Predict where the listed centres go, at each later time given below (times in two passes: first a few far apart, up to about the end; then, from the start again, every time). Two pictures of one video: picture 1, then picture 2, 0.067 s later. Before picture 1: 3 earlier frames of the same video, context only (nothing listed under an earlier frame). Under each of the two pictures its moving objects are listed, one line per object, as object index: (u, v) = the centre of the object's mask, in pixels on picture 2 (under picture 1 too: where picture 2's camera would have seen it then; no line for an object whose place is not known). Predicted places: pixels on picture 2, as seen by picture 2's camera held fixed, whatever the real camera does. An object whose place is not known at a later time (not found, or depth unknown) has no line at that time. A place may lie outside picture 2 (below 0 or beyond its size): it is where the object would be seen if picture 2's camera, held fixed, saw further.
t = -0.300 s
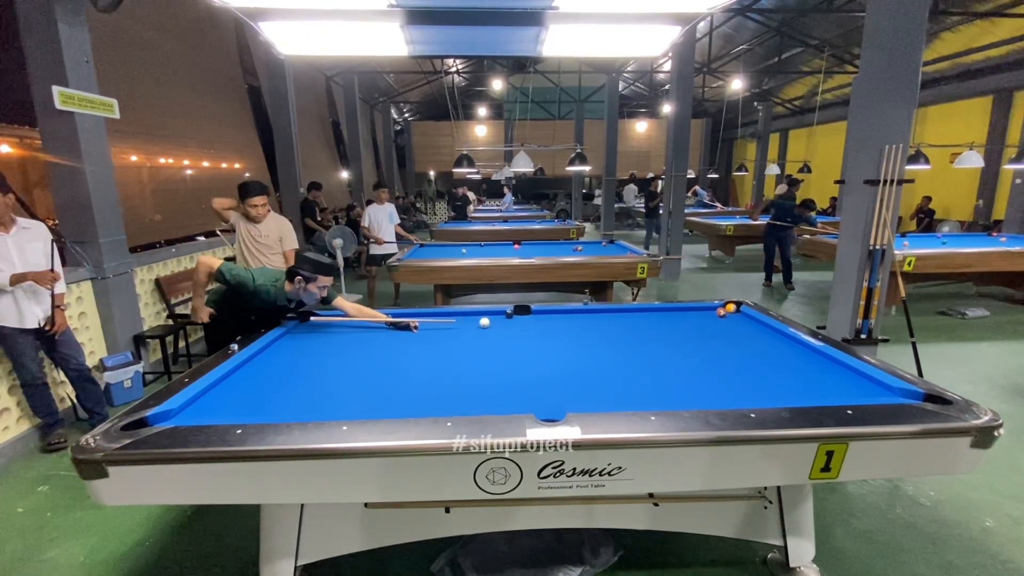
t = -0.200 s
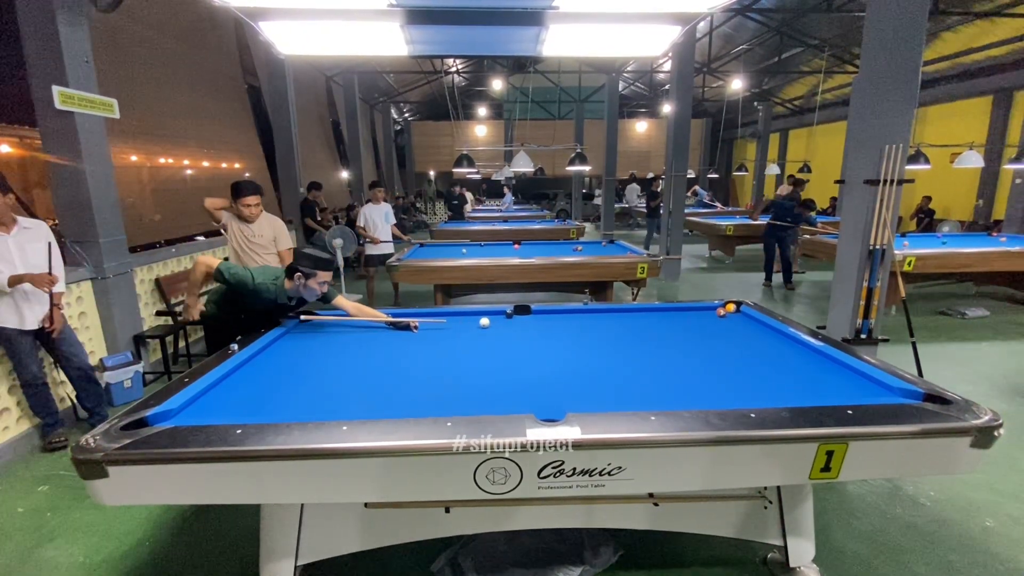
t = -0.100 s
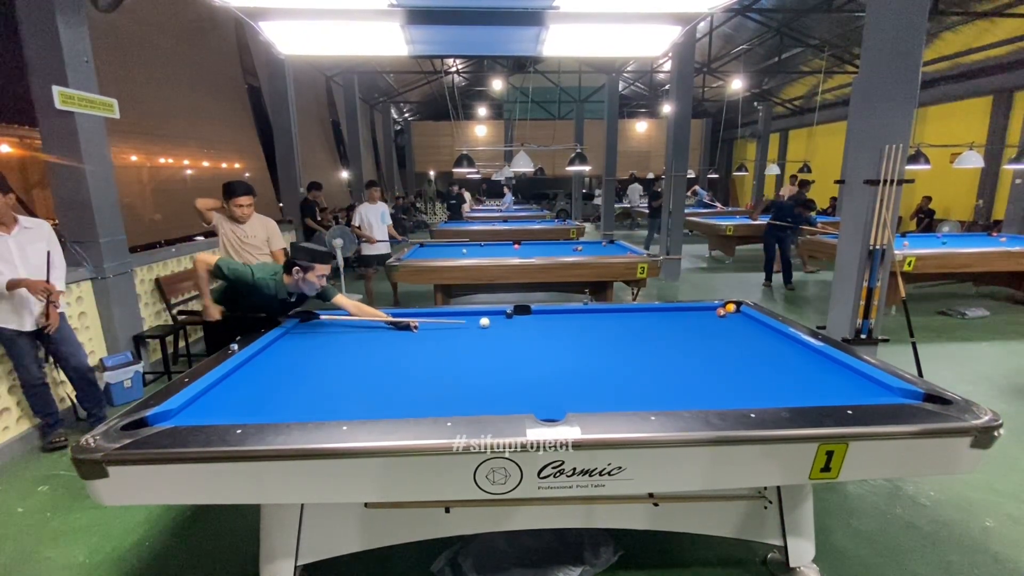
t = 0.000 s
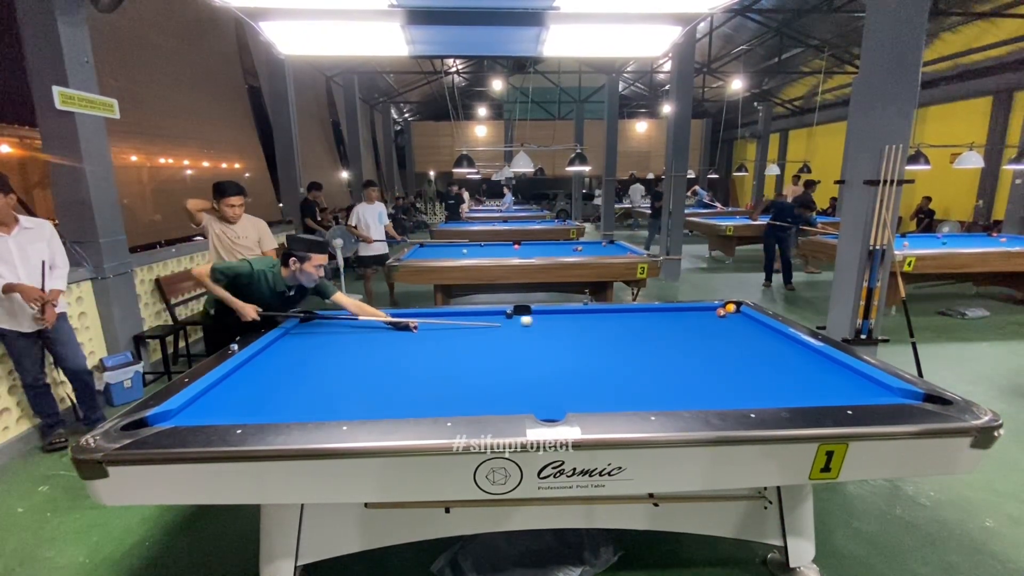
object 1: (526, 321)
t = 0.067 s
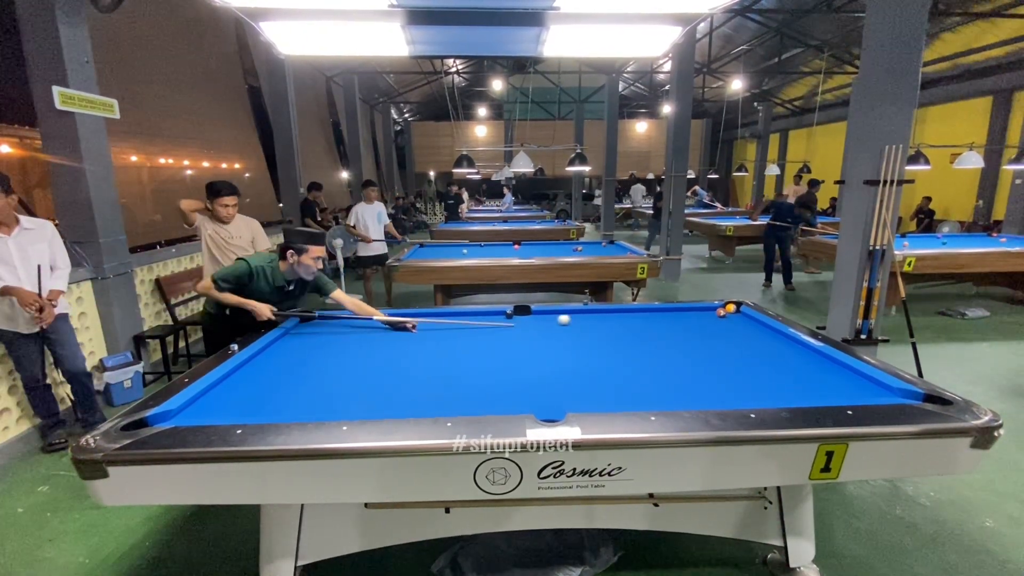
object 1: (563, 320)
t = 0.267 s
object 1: (663, 316)
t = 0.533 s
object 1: (748, 320)
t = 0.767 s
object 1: (735, 325)
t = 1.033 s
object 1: (711, 330)
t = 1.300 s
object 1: (686, 336)
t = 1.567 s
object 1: (660, 341)
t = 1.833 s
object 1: (634, 348)
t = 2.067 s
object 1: (610, 353)
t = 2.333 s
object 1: (582, 359)
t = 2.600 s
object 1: (554, 366)
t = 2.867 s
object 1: (525, 372)
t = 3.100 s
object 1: (499, 378)
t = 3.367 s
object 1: (469, 385)
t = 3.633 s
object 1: (439, 392)
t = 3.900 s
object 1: (408, 400)
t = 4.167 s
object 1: (377, 405)
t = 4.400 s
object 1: (350, 409)
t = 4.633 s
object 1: (334, 409)
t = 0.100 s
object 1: (581, 320)
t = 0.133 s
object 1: (599, 319)
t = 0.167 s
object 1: (615, 318)
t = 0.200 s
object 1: (632, 317)
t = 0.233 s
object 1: (648, 317)
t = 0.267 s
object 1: (663, 316)
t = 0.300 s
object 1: (677, 316)
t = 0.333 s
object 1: (691, 315)
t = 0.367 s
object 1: (704, 315)
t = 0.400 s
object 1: (717, 314)
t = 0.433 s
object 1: (724, 316)
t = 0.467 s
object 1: (731, 317)
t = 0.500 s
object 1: (740, 319)
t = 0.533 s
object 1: (748, 320)
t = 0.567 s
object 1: (754, 321)
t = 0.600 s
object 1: (750, 322)
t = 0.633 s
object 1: (746, 323)
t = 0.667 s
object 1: (743, 323)
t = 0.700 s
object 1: (740, 324)
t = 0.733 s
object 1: (737, 324)
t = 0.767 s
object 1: (735, 325)
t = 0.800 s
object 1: (732, 326)
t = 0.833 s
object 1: (728, 326)
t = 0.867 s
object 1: (726, 327)
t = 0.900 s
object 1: (723, 328)
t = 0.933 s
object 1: (720, 328)
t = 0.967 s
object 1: (717, 329)
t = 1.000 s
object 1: (714, 330)
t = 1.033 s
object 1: (711, 330)
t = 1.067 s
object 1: (708, 331)
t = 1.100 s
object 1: (704, 332)
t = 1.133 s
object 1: (702, 332)
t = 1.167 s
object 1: (698, 333)
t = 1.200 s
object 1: (695, 334)
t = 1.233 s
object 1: (692, 334)
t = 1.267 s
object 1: (689, 335)
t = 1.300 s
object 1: (686, 336)
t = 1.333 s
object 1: (682, 337)
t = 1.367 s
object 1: (680, 337)
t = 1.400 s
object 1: (676, 338)
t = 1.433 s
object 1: (673, 339)
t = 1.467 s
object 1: (670, 339)
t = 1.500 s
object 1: (666, 340)
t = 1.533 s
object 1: (663, 341)
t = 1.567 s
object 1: (660, 341)
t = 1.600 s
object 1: (657, 342)
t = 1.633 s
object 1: (653, 343)
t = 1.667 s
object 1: (650, 344)
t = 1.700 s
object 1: (647, 345)
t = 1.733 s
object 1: (644, 346)
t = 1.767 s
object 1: (640, 346)
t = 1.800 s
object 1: (637, 347)
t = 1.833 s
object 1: (634, 348)
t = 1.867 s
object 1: (630, 348)
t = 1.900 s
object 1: (627, 349)
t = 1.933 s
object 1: (624, 350)
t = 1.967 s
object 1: (620, 351)
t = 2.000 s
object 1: (617, 351)
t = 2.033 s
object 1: (613, 352)
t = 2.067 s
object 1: (610, 353)
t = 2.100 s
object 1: (606, 354)
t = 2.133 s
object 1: (603, 354)
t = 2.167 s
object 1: (599, 355)
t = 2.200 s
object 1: (596, 356)
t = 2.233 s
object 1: (592, 357)
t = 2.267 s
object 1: (589, 358)
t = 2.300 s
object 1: (585, 358)
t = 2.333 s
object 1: (582, 359)
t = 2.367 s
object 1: (578, 360)
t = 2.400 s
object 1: (575, 361)
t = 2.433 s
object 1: (572, 361)
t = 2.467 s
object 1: (568, 362)
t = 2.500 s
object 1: (565, 363)
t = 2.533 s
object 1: (561, 364)
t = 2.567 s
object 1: (557, 365)
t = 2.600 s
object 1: (554, 366)
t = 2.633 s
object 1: (550, 366)
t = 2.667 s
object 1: (546, 367)
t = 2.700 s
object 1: (543, 368)
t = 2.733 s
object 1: (539, 369)
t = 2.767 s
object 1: (536, 370)
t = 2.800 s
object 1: (532, 371)
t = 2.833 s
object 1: (528, 372)
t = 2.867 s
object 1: (525, 372)
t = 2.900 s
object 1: (521, 373)
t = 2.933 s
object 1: (518, 374)
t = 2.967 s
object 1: (514, 375)
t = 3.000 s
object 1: (510, 376)
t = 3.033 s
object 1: (506, 377)
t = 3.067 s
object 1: (503, 378)
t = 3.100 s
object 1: (499, 378)
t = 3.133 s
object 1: (495, 379)
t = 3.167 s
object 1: (491, 380)
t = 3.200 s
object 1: (488, 381)
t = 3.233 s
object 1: (484, 382)
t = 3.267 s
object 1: (480, 382)
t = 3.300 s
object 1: (477, 383)
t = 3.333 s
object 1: (473, 384)
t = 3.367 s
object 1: (469, 385)
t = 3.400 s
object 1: (465, 386)
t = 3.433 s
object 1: (461, 387)
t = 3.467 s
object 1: (458, 388)
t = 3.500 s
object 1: (454, 389)
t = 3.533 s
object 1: (450, 389)
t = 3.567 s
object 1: (446, 391)
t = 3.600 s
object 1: (442, 391)
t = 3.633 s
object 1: (439, 392)
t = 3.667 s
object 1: (435, 393)
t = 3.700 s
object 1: (431, 394)
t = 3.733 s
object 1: (427, 395)
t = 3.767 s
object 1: (423, 396)
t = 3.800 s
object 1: (420, 397)
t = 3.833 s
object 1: (416, 398)
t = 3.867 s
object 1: (412, 398)
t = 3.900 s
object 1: (408, 400)
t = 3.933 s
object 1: (404, 401)
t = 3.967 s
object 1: (400, 401)
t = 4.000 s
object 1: (396, 402)
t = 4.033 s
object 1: (392, 403)
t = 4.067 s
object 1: (389, 404)
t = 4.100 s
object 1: (385, 404)
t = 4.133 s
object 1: (381, 405)
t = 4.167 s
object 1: (377, 405)
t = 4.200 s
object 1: (373, 406)
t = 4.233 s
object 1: (369, 407)
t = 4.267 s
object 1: (365, 407)
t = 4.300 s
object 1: (361, 408)
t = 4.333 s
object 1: (358, 408)
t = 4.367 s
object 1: (354, 409)
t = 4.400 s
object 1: (350, 409)
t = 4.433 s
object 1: (347, 410)
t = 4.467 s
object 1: (344, 409)
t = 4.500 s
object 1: (343, 410)
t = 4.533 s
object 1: (340, 409)
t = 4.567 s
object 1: (338, 409)
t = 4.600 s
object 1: (336, 409)
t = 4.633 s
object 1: (334, 409)
